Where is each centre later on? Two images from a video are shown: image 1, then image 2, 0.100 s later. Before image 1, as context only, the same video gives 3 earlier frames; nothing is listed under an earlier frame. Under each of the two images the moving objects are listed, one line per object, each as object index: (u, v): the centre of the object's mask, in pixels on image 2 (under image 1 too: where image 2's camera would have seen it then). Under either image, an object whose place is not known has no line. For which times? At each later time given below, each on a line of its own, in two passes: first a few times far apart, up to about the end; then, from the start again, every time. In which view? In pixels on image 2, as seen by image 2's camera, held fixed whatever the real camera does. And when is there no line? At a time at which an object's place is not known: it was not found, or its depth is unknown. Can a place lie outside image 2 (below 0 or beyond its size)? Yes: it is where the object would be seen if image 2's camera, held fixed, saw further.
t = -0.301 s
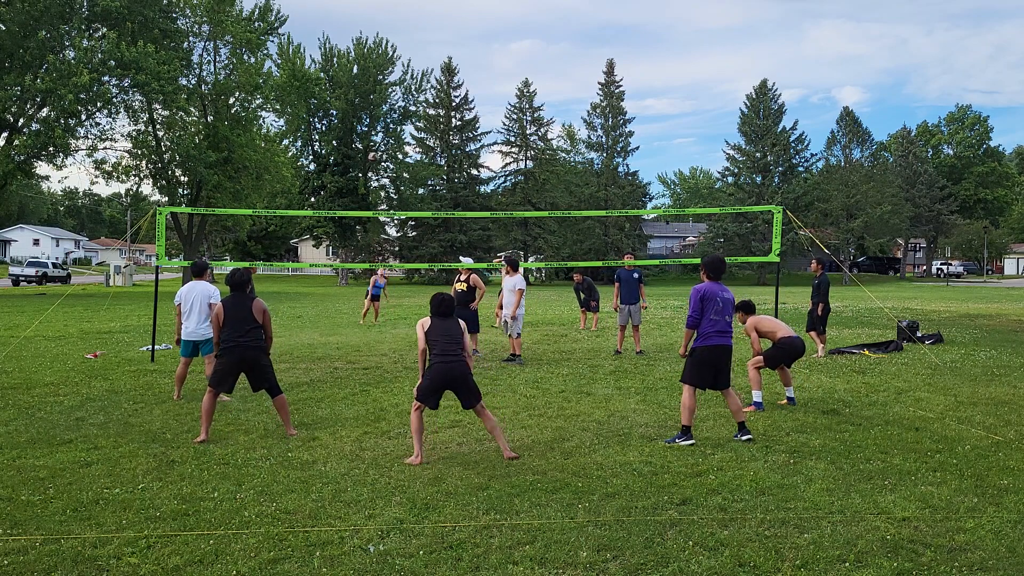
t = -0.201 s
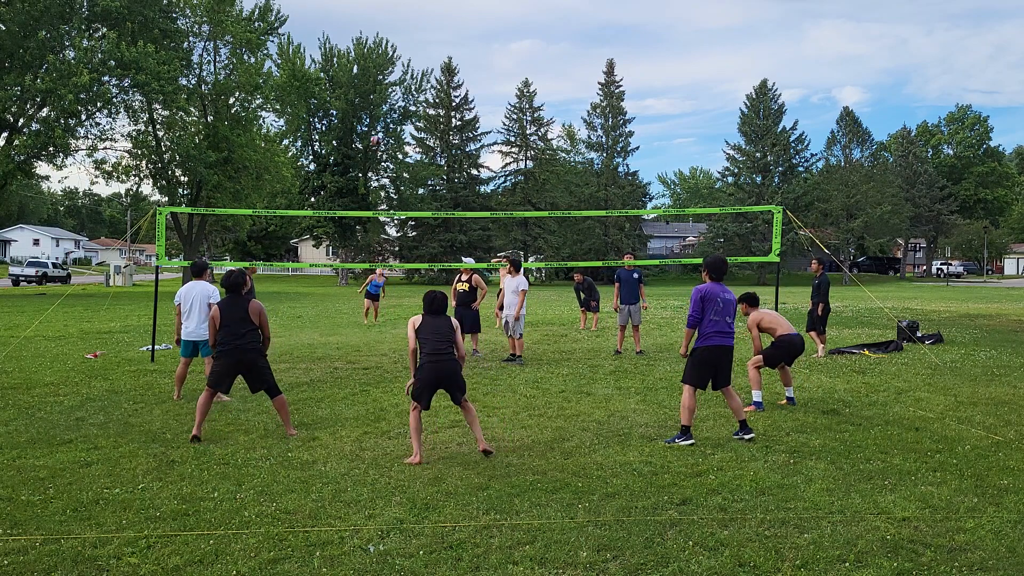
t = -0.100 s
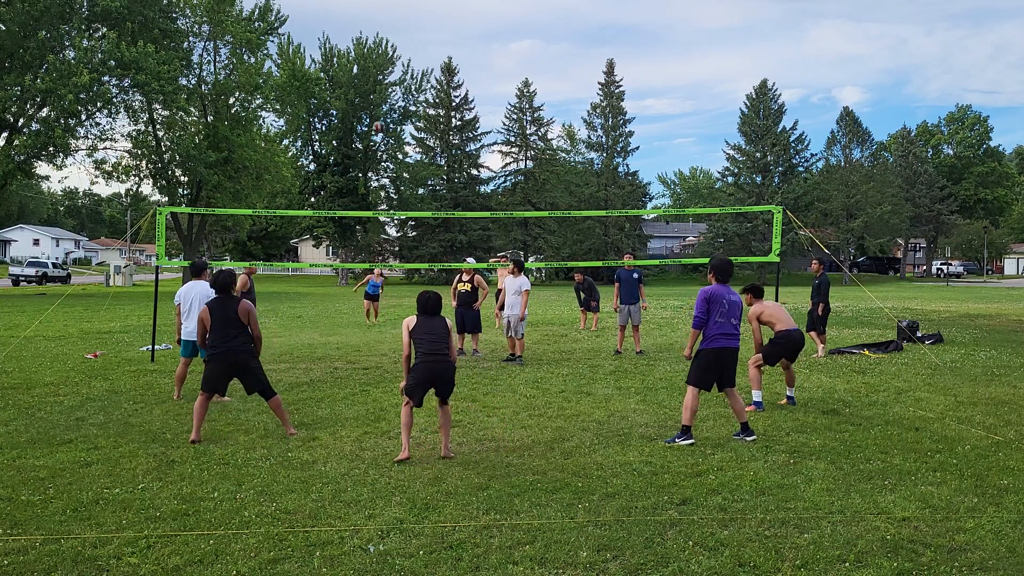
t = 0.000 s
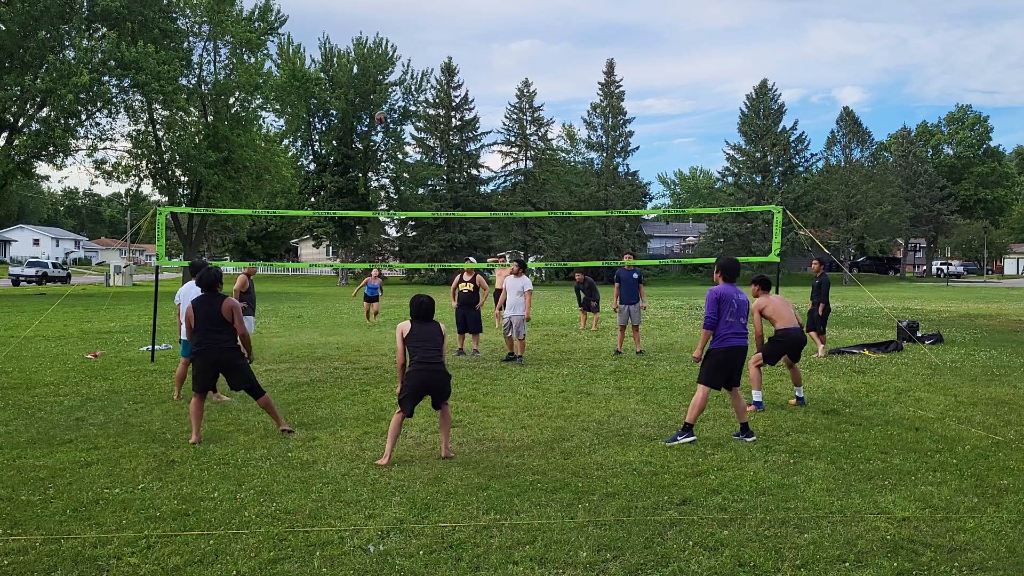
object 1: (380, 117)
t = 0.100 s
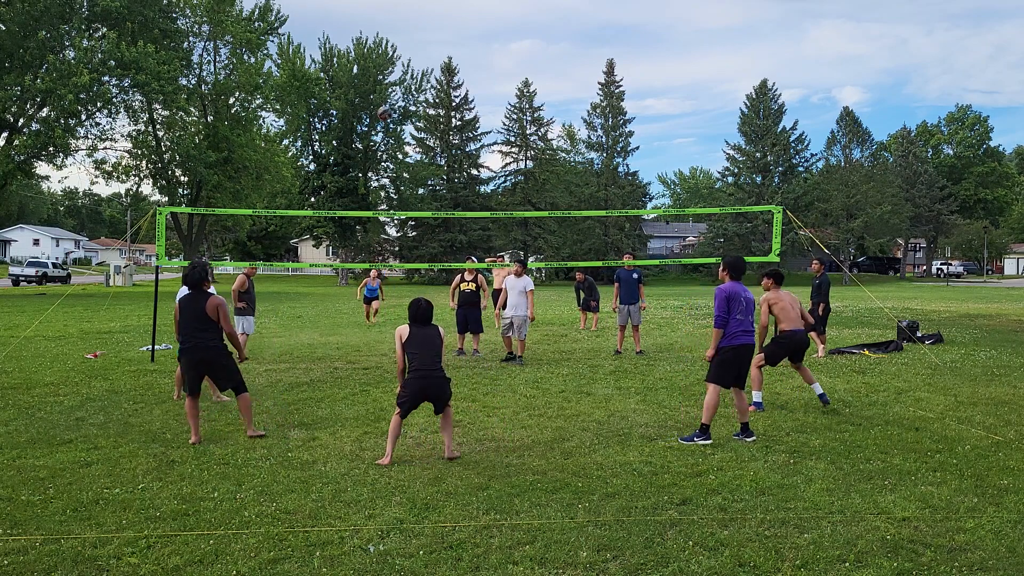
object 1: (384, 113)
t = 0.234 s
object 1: (389, 116)
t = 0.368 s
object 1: (396, 133)
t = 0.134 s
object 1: (385, 113)
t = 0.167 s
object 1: (386, 113)
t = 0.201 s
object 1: (388, 114)
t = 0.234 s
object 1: (389, 116)
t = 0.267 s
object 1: (390, 119)
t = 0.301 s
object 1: (392, 122)
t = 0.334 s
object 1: (394, 127)
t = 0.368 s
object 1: (396, 133)
